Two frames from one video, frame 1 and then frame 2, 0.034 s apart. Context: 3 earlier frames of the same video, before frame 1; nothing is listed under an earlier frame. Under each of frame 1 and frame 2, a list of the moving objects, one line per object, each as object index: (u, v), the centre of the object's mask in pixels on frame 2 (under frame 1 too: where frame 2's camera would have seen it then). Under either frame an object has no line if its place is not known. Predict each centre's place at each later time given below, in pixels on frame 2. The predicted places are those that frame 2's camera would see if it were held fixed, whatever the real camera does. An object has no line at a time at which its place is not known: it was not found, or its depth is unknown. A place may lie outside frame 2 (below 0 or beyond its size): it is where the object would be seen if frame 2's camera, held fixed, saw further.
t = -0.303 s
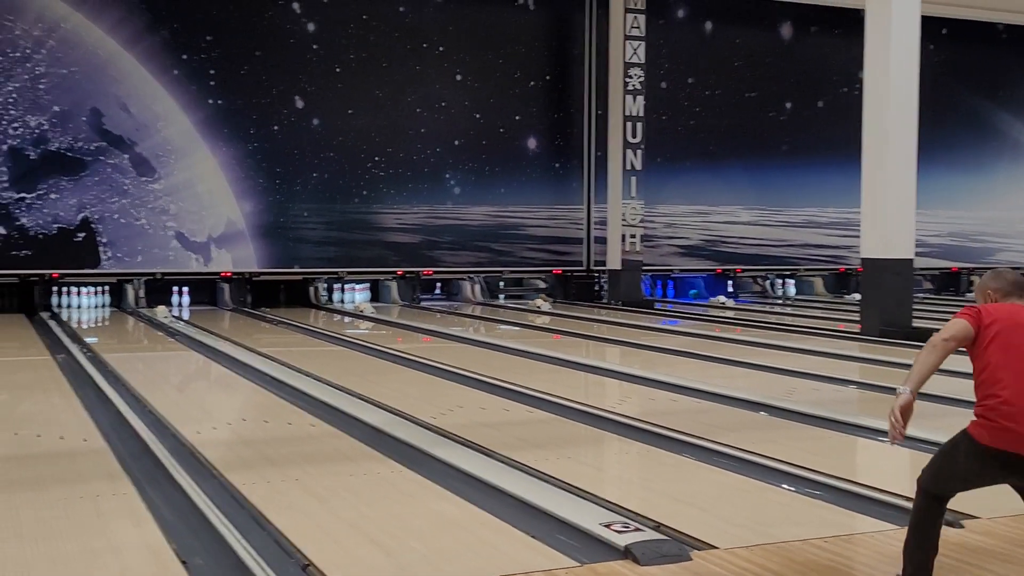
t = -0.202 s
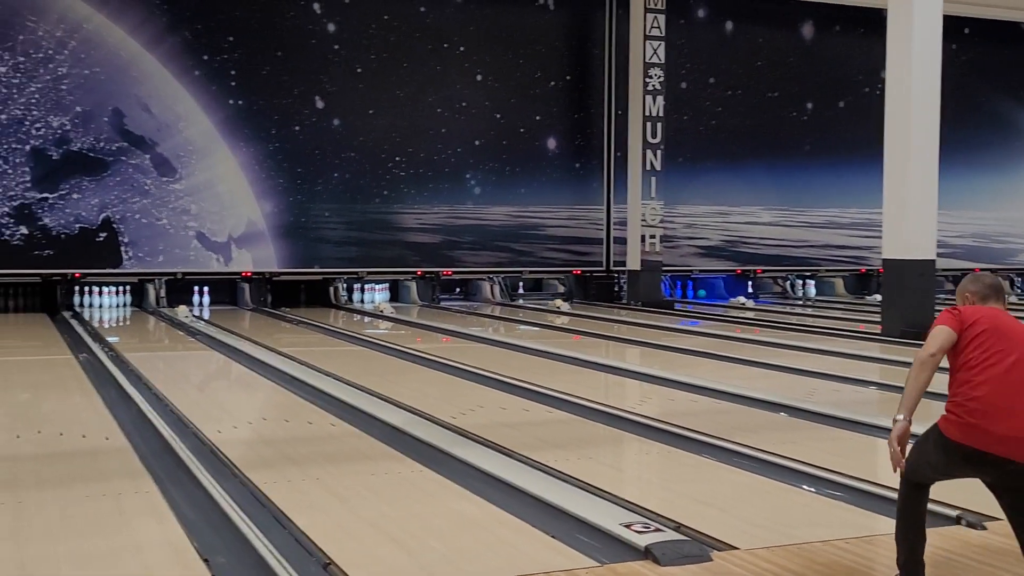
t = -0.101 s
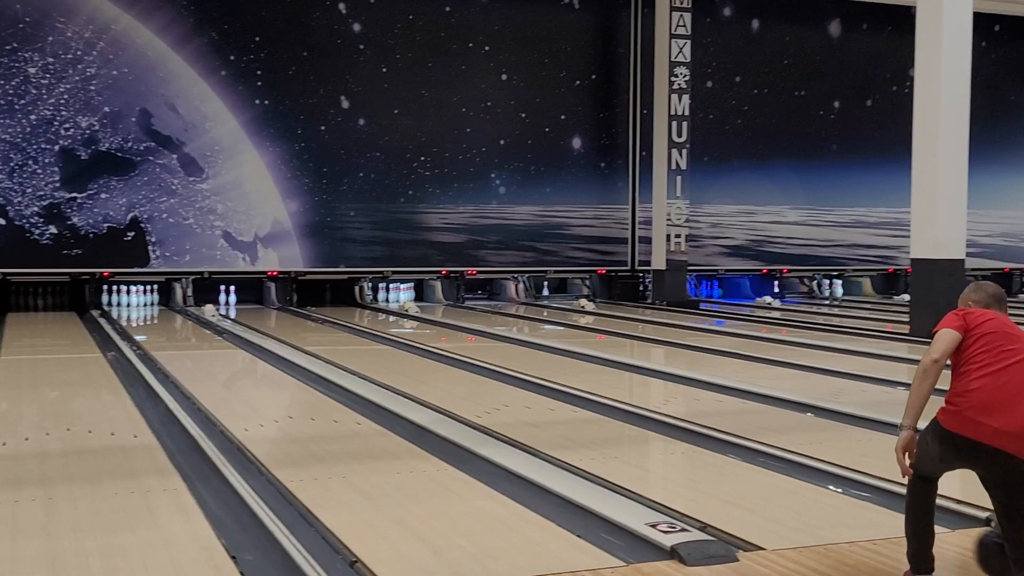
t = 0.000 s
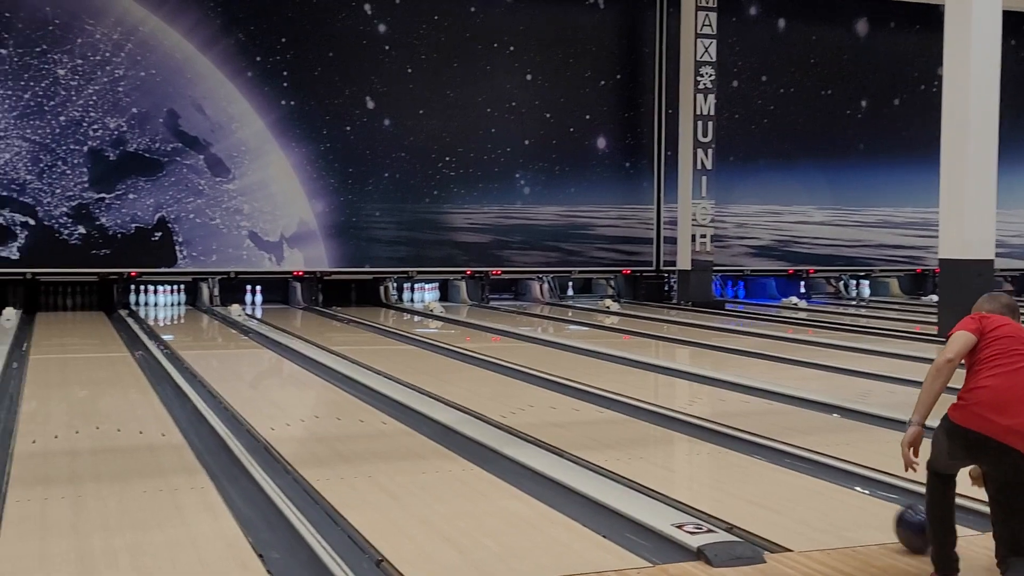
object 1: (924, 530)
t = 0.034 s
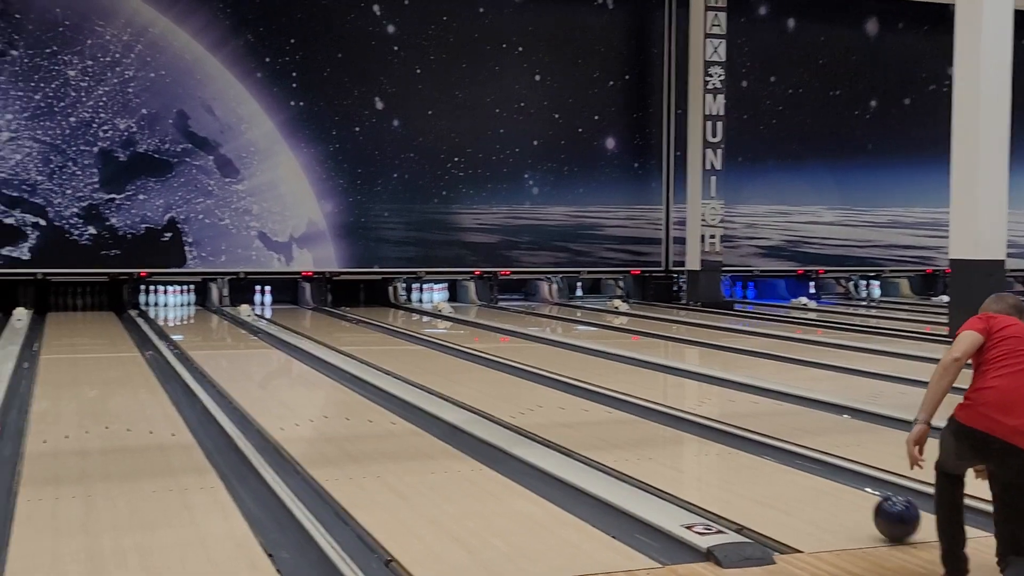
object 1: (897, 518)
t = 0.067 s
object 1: (866, 509)
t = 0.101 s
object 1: (836, 500)
